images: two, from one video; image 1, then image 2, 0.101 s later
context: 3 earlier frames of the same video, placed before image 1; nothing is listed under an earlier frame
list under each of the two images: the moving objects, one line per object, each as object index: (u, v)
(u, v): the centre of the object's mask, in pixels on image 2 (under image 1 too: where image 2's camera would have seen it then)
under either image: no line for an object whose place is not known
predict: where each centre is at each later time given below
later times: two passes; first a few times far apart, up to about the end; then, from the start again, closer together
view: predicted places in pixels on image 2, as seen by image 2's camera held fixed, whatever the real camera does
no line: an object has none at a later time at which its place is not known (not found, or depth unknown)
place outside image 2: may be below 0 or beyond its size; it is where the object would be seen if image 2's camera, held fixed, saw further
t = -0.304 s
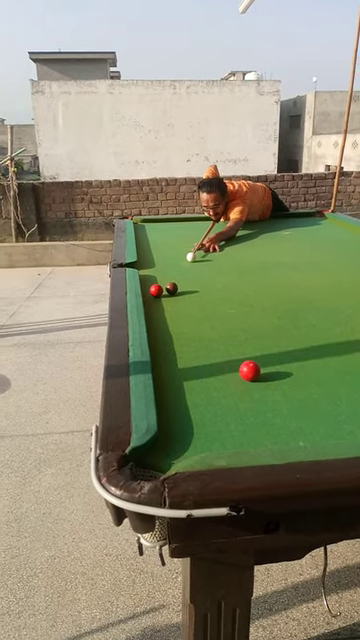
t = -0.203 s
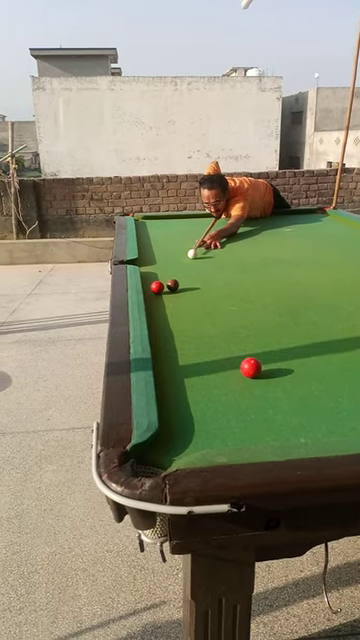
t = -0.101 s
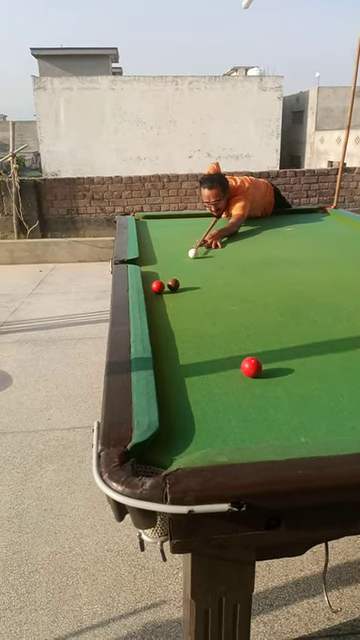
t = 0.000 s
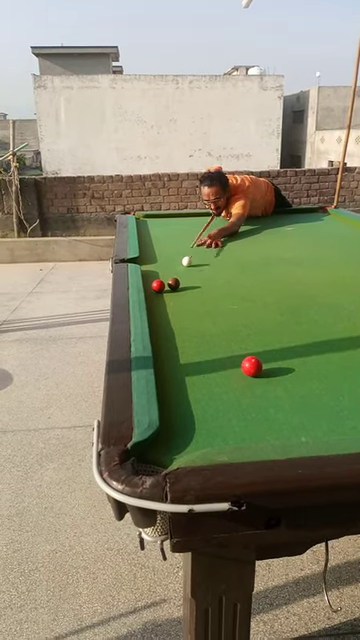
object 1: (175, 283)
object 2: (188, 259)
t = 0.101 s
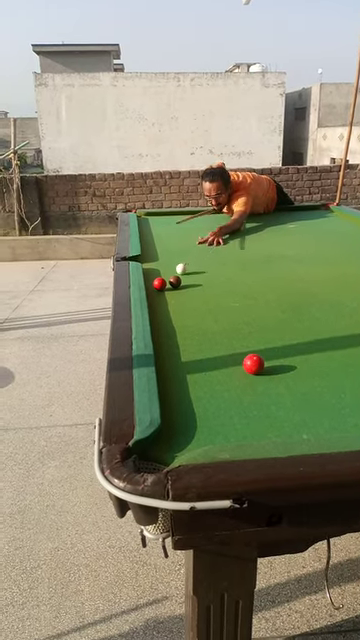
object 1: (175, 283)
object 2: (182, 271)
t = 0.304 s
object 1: (175, 290)
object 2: (167, 278)
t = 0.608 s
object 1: (177, 313)
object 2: (150, 278)
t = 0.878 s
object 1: (178, 340)
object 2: (159, 279)
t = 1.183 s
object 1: (180, 376)
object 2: (166, 277)
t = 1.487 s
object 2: (173, 276)
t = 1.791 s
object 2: (178, 274)
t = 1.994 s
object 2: (181, 273)
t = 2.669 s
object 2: (184, 273)
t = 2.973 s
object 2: (185, 273)
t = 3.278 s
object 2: (185, 273)
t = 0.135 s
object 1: (175, 281)
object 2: (178, 271)
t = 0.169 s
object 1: (175, 281)
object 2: (177, 273)
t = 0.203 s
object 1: (175, 282)
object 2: (173, 275)
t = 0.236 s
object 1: (175, 284)
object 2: (170, 277)
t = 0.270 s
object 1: (175, 287)
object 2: (168, 277)
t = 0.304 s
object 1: (175, 290)
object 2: (167, 278)
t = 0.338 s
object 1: (175, 292)
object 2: (165, 277)
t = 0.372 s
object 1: (175, 295)
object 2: (160, 276)
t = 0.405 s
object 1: (176, 297)
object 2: (158, 277)
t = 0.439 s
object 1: (176, 299)
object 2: (156, 278)
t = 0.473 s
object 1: (176, 302)
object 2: (154, 278)
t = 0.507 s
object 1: (177, 305)
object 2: (152, 278)
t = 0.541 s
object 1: (176, 308)
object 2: (150, 279)
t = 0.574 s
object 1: (177, 310)
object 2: (150, 278)
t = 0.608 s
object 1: (177, 313)
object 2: (150, 278)
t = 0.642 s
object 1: (177, 316)
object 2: (152, 278)
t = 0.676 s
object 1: (177, 320)
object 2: (153, 278)
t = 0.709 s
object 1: (177, 323)
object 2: (153, 278)
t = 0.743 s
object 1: (178, 326)
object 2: (154, 278)
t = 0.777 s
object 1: (177, 329)
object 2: (155, 278)
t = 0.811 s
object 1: (177, 333)
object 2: (157, 278)
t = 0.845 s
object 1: (178, 336)
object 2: (158, 279)
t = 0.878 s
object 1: (178, 340)
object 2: (159, 279)
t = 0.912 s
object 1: (178, 343)
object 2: (160, 279)
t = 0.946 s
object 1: (178, 347)
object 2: (161, 279)
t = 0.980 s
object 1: (179, 351)
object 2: (162, 278)
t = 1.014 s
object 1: (180, 354)
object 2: (163, 278)
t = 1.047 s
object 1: (180, 358)
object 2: (163, 278)
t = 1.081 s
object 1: (180, 362)
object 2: (164, 278)
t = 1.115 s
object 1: (179, 367)
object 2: (165, 278)
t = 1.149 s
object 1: (179, 372)
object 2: (165, 278)
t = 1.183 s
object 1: (180, 376)
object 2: (166, 277)
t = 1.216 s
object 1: (180, 381)
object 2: (167, 277)
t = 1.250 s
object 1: (179, 386)
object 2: (168, 277)
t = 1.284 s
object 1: (180, 391)
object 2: (168, 277)
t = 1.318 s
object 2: (169, 277)
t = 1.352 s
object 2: (170, 277)
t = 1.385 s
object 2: (171, 277)
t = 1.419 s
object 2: (172, 277)
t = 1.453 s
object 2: (172, 276)
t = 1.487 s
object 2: (173, 276)
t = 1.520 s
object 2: (174, 276)
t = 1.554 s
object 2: (174, 276)
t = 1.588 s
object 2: (175, 276)
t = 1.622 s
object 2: (176, 276)
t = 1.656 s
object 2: (176, 275)
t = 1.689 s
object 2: (177, 275)
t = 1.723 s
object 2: (177, 275)
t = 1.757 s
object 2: (178, 274)
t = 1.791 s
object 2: (178, 274)
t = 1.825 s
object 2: (179, 274)
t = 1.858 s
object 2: (179, 274)
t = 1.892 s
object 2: (180, 274)
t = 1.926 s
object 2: (180, 274)
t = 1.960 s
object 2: (180, 274)
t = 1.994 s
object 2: (181, 273)
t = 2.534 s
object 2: (184, 273)
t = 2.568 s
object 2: (184, 273)
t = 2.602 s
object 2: (185, 273)
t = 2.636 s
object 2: (185, 273)
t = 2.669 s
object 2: (184, 273)
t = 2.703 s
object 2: (185, 273)
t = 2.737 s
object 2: (185, 273)
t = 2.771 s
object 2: (185, 273)
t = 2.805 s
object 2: (185, 273)
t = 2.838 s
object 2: (185, 273)
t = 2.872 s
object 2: (185, 273)
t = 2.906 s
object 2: (185, 273)
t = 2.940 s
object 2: (185, 273)
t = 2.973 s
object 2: (185, 273)
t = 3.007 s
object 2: (185, 273)
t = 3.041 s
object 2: (185, 273)
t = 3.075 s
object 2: (185, 273)
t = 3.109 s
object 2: (185, 273)
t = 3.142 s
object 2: (185, 273)
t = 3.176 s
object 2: (185, 273)
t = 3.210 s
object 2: (184, 273)
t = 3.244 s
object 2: (185, 273)
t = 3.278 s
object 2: (185, 273)
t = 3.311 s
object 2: (185, 273)
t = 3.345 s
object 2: (185, 273)
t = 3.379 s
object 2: (185, 273)
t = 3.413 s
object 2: (185, 273)
